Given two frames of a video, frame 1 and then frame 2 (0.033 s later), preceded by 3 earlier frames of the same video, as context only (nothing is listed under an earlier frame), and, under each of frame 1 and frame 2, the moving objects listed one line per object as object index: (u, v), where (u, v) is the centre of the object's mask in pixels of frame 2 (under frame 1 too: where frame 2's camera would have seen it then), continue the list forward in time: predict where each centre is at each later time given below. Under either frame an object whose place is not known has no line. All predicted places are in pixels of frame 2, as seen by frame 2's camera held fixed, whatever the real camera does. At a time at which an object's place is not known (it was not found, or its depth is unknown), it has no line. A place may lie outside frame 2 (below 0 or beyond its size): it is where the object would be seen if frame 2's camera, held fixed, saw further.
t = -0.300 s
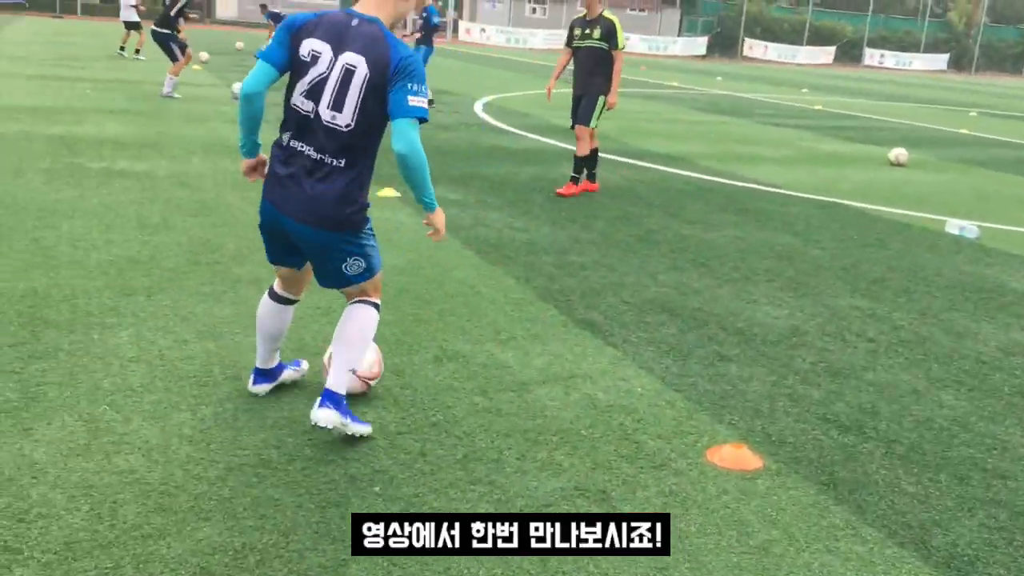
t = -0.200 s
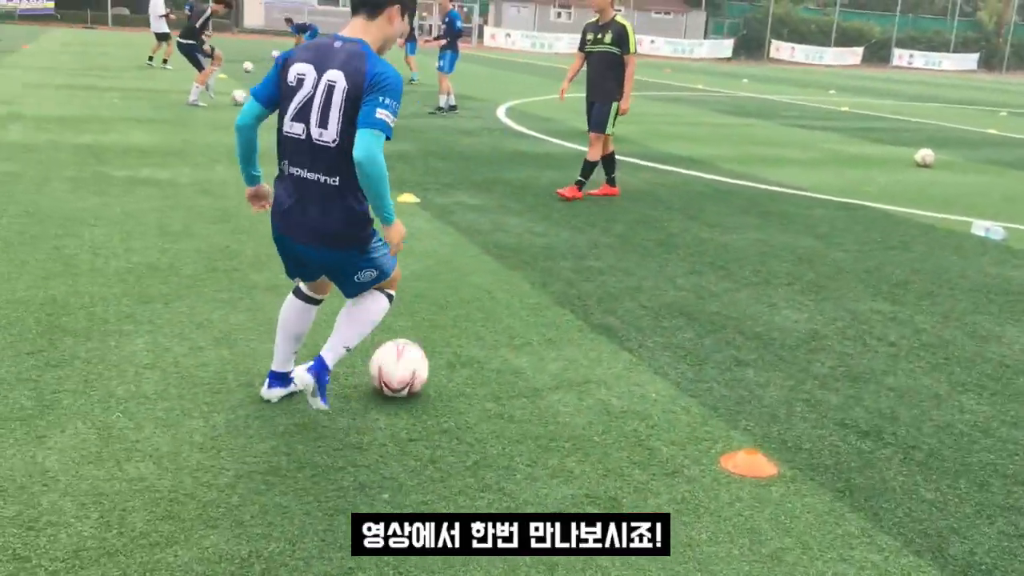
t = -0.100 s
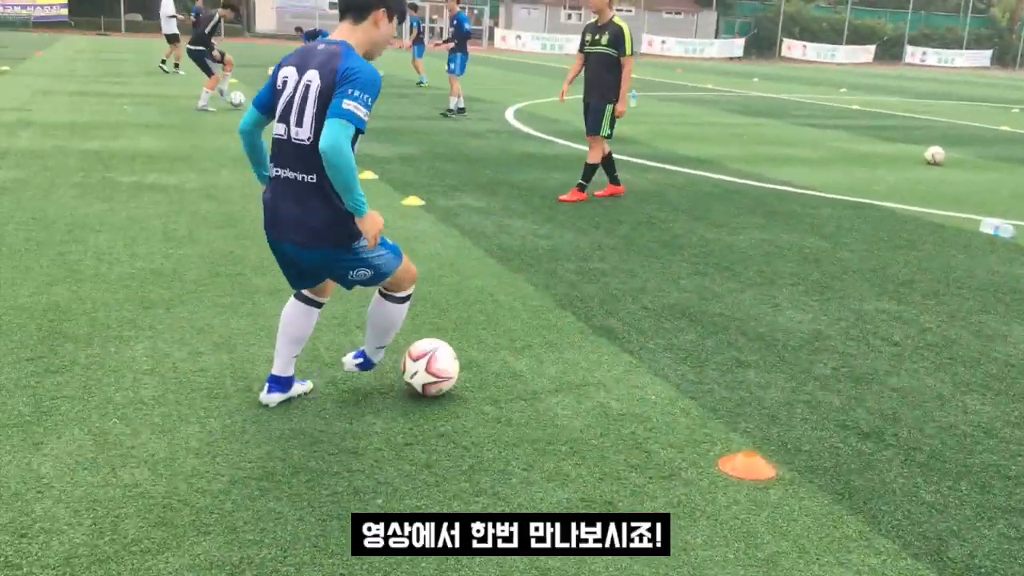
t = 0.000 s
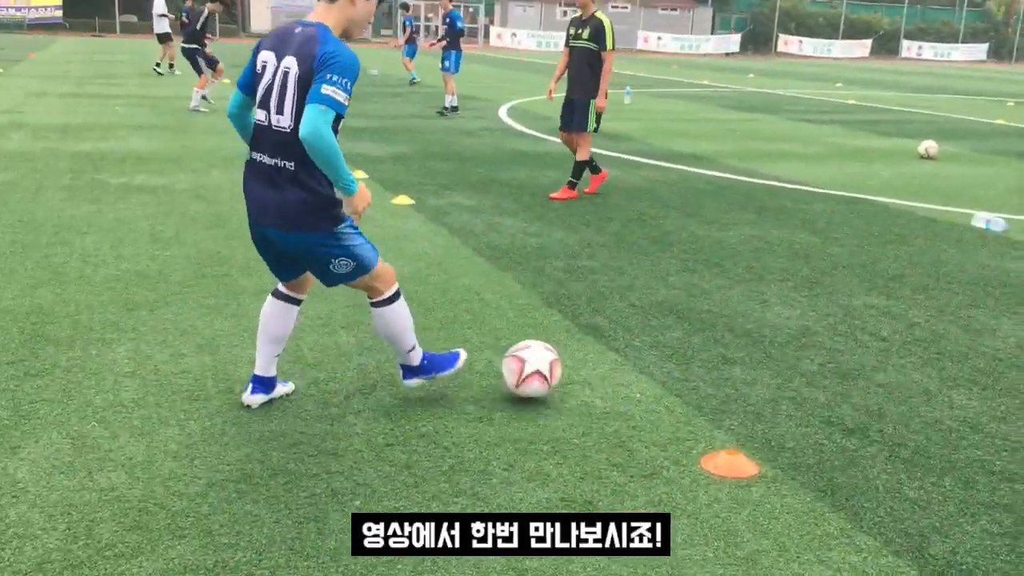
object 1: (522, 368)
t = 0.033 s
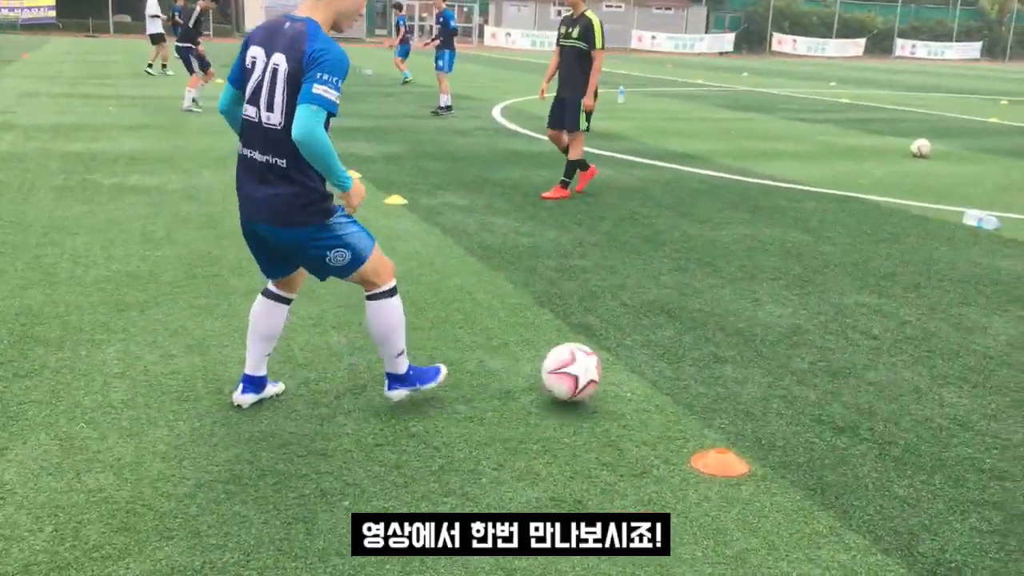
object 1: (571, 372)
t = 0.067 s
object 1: (620, 377)
